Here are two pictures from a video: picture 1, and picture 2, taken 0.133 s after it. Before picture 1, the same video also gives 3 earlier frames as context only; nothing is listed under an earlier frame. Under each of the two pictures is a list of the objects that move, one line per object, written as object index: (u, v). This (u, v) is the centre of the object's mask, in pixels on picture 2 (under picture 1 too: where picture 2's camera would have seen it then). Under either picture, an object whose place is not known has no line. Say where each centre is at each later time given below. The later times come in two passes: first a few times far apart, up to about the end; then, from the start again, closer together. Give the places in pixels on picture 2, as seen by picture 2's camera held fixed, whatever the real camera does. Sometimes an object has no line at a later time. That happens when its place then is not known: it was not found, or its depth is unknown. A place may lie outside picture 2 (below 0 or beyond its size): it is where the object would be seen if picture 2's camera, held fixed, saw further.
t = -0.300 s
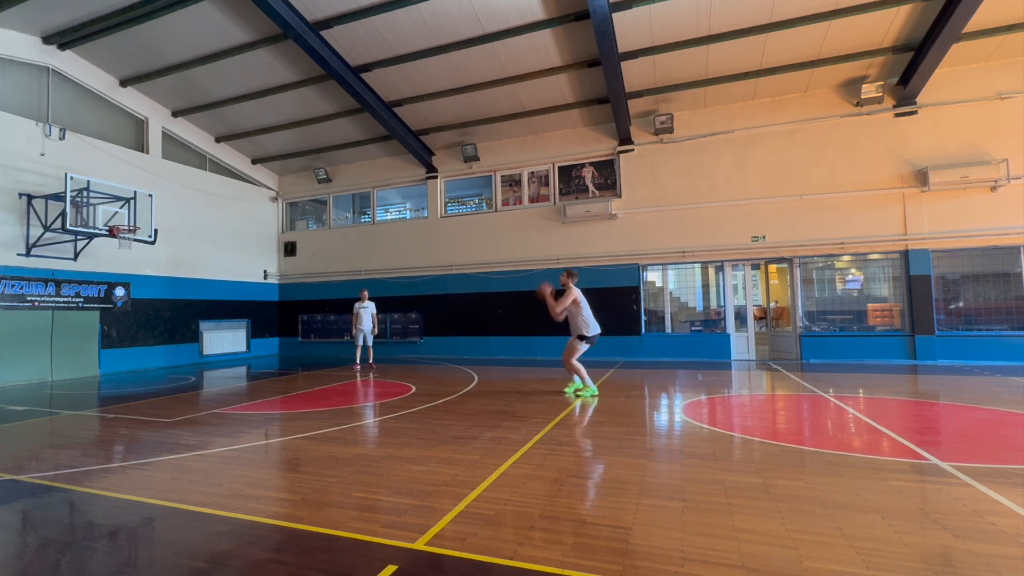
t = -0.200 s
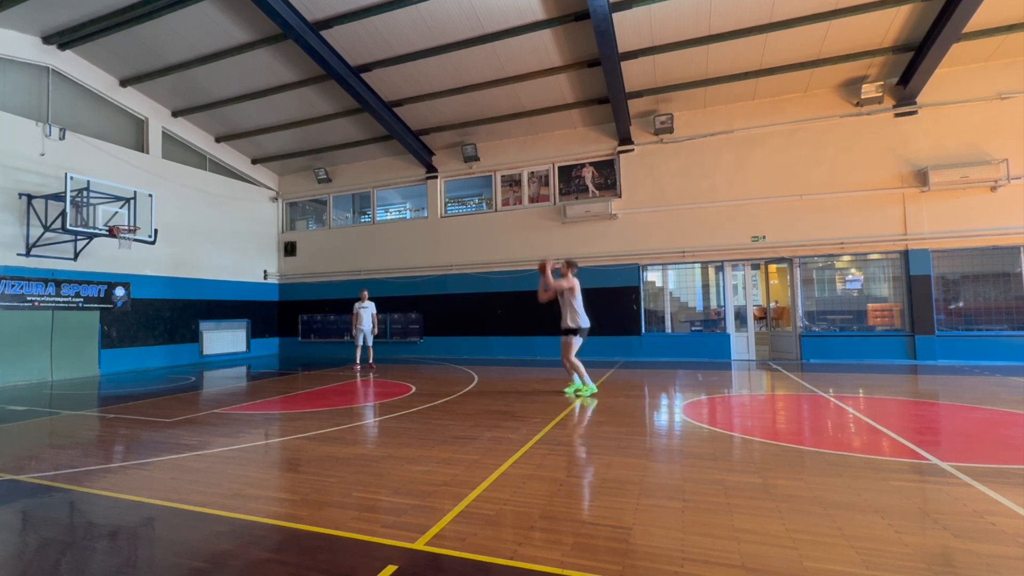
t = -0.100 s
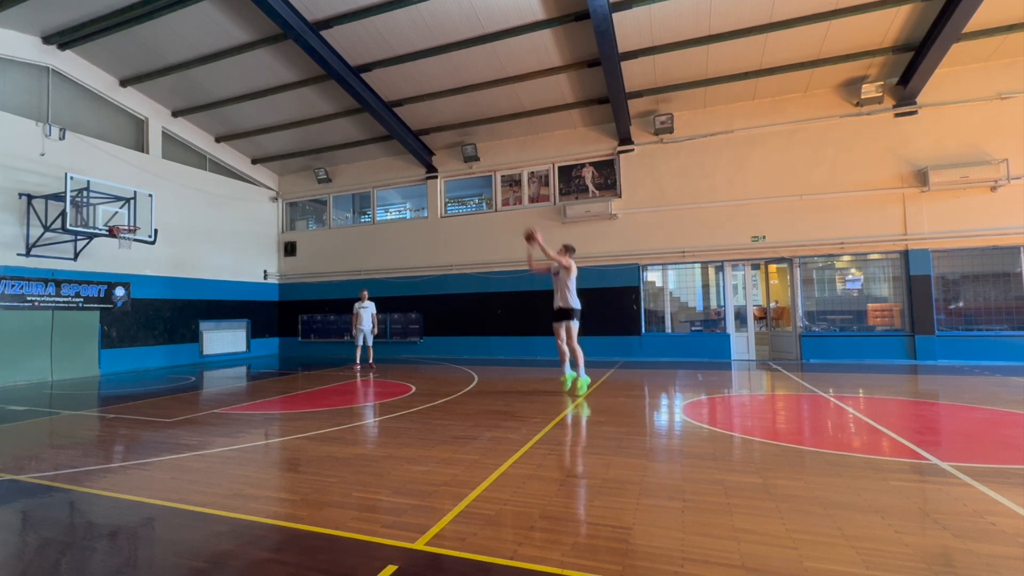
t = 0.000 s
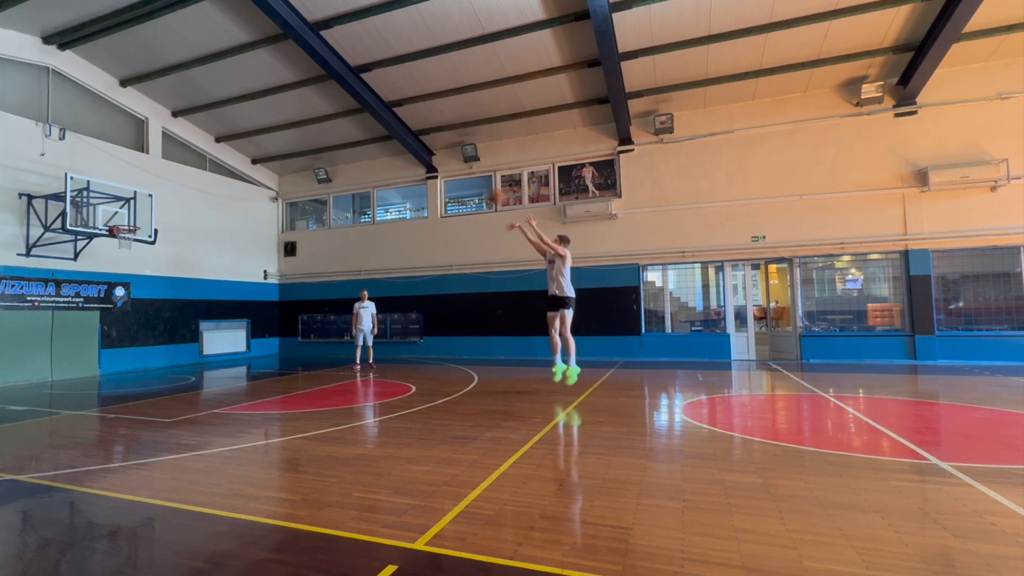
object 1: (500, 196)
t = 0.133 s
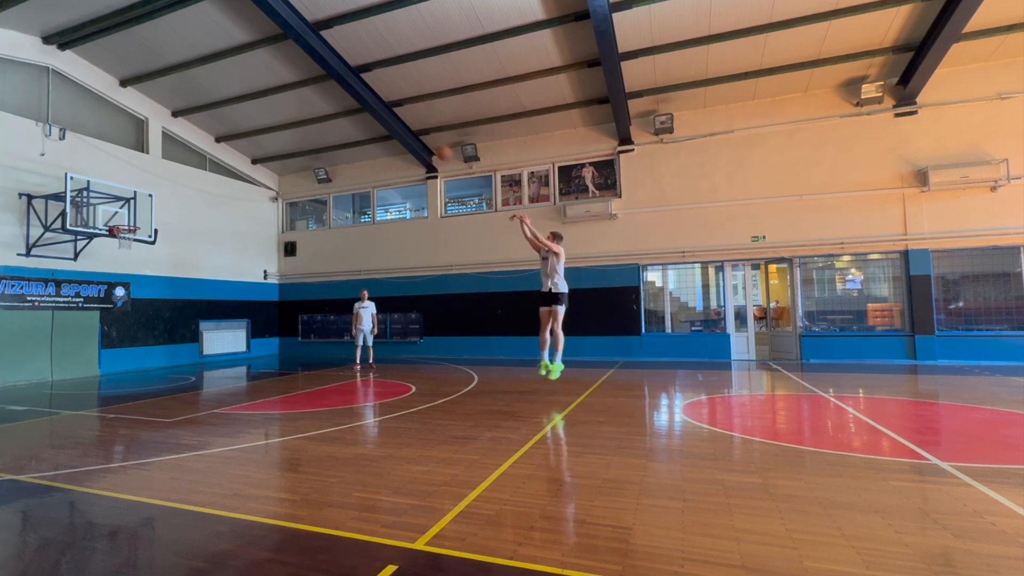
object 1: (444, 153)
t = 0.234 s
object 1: (408, 129)
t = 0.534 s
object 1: (309, 97)
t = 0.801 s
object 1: (235, 110)
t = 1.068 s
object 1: (170, 157)
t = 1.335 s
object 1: (124, 223)
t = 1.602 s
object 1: (194, 231)
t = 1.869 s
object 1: (252, 267)
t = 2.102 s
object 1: (294, 316)
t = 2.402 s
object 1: (332, 334)
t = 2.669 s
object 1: (355, 309)
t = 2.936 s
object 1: (377, 310)
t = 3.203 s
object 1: (387, 326)
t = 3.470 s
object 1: (378, 353)
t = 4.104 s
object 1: (364, 355)
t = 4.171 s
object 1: (363, 354)
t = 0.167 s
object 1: (432, 144)
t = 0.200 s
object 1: (419, 136)
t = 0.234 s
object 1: (408, 129)
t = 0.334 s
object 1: (373, 111)
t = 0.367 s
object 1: (362, 107)
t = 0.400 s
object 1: (352, 105)
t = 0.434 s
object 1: (341, 101)
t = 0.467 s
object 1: (331, 99)
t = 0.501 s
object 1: (320, 98)
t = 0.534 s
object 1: (309, 97)
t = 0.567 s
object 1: (299, 96)
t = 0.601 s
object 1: (290, 97)
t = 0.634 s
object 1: (281, 98)
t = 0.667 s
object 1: (272, 99)
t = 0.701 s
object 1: (263, 101)
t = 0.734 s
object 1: (253, 104)
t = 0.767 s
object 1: (244, 107)
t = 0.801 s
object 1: (235, 110)
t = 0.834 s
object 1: (227, 115)
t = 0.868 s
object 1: (219, 120)
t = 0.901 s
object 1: (210, 125)
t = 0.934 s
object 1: (201, 130)
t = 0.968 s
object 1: (194, 136)
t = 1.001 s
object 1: (186, 144)
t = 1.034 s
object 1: (178, 150)
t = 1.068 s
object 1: (170, 157)
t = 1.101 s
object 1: (162, 166)
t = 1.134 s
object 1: (155, 173)
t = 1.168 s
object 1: (147, 182)
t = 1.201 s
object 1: (140, 191)
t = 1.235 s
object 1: (132, 201)
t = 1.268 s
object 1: (125, 211)
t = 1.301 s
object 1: (118, 221)
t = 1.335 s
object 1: (124, 223)
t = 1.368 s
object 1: (135, 222)
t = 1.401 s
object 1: (143, 222)
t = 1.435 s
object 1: (153, 222)
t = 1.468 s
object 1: (161, 223)
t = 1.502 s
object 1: (169, 224)
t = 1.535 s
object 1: (178, 226)
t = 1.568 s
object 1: (186, 228)
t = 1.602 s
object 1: (194, 231)
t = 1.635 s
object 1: (202, 234)
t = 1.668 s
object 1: (210, 237)
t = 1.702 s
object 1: (217, 241)
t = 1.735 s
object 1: (224, 246)
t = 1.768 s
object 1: (231, 250)
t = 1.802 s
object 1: (238, 255)
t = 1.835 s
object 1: (245, 261)
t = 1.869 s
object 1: (252, 267)
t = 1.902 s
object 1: (258, 273)
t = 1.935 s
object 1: (264, 279)
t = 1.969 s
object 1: (271, 287)
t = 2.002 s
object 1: (277, 294)
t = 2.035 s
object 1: (283, 301)
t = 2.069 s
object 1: (288, 308)
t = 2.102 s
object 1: (294, 316)
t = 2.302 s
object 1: (323, 353)
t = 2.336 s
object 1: (326, 345)
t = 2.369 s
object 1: (329, 339)
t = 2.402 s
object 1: (332, 334)
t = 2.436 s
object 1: (335, 330)
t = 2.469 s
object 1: (338, 325)
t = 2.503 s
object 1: (341, 322)
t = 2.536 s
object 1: (344, 318)
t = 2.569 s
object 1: (347, 315)
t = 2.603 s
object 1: (350, 312)
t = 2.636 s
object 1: (353, 310)
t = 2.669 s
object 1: (355, 309)
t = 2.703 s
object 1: (358, 308)
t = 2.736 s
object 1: (361, 307)
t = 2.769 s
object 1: (363, 306)
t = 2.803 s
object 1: (366, 306)
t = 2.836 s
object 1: (369, 307)
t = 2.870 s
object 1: (372, 307)
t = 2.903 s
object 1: (374, 308)
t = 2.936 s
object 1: (377, 310)
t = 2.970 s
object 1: (379, 312)
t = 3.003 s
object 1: (382, 314)
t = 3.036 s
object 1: (384, 316)
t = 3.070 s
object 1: (388, 319)
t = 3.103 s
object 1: (389, 322)
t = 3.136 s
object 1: (389, 323)
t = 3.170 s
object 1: (388, 325)
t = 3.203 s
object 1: (387, 326)
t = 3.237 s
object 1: (387, 329)
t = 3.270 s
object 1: (384, 331)
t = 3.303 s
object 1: (383, 333)
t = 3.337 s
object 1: (382, 335)
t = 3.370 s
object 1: (382, 339)
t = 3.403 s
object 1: (380, 343)
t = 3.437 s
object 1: (379, 347)
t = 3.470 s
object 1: (378, 353)
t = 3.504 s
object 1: (377, 354)
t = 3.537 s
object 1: (377, 350)
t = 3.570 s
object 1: (376, 347)
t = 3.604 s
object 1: (375, 344)
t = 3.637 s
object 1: (375, 342)
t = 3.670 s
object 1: (374, 341)
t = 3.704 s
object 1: (373, 339)
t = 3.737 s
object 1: (372, 338)
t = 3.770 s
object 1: (372, 338)
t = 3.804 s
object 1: (371, 338)
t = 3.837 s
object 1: (370, 338)
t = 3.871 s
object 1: (369, 338)
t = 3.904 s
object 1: (368, 339)
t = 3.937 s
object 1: (368, 341)
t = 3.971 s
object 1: (367, 342)
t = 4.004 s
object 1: (367, 345)
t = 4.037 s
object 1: (366, 348)
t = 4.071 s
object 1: (365, 351)
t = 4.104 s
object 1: (364, 355)
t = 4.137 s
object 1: (364, 357)
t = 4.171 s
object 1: (363, 354)
